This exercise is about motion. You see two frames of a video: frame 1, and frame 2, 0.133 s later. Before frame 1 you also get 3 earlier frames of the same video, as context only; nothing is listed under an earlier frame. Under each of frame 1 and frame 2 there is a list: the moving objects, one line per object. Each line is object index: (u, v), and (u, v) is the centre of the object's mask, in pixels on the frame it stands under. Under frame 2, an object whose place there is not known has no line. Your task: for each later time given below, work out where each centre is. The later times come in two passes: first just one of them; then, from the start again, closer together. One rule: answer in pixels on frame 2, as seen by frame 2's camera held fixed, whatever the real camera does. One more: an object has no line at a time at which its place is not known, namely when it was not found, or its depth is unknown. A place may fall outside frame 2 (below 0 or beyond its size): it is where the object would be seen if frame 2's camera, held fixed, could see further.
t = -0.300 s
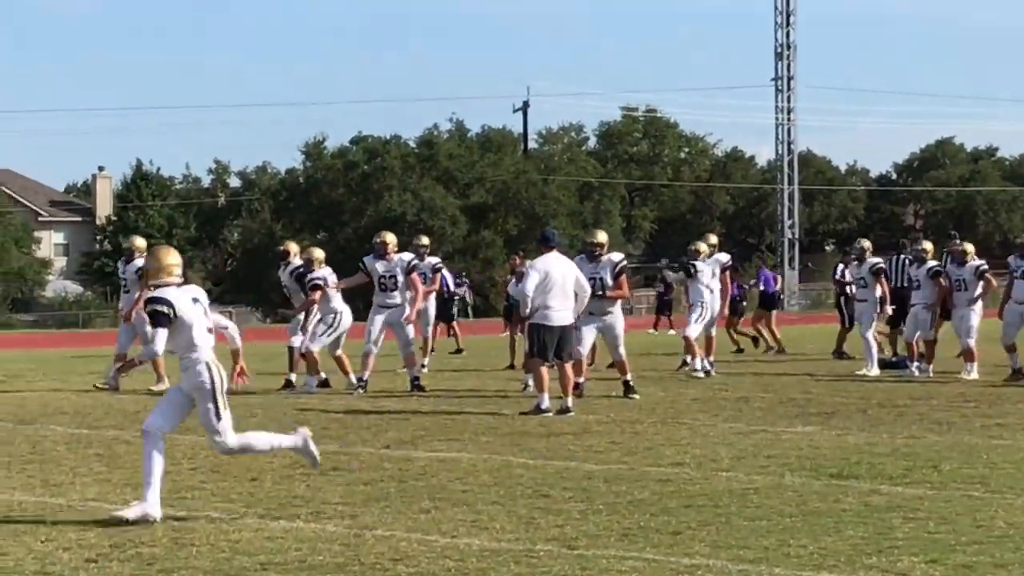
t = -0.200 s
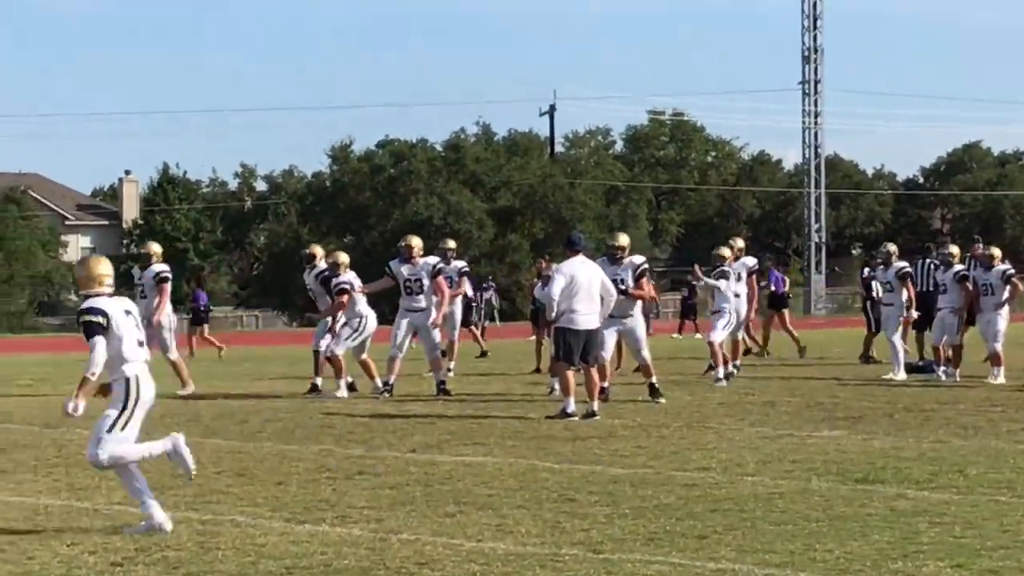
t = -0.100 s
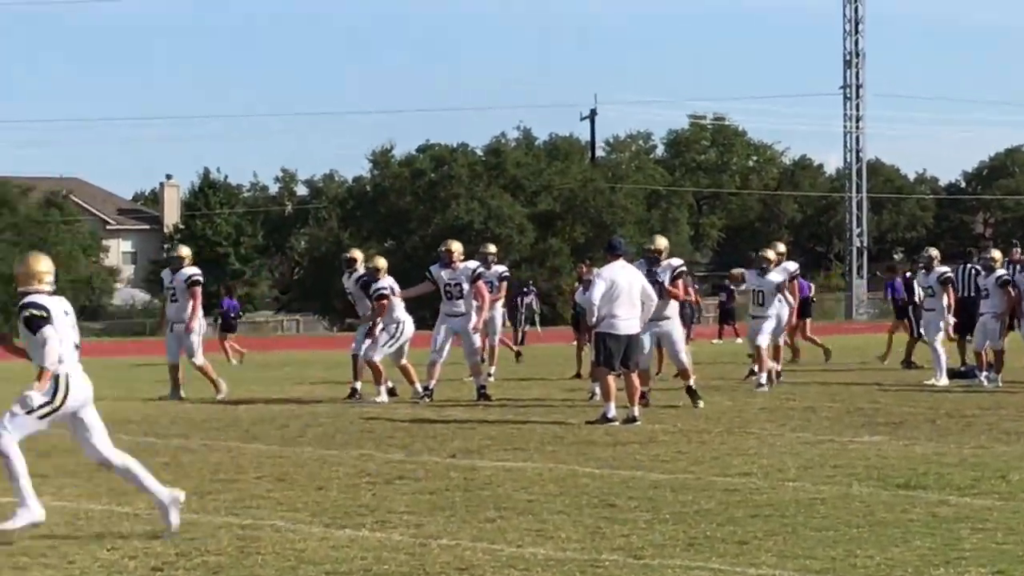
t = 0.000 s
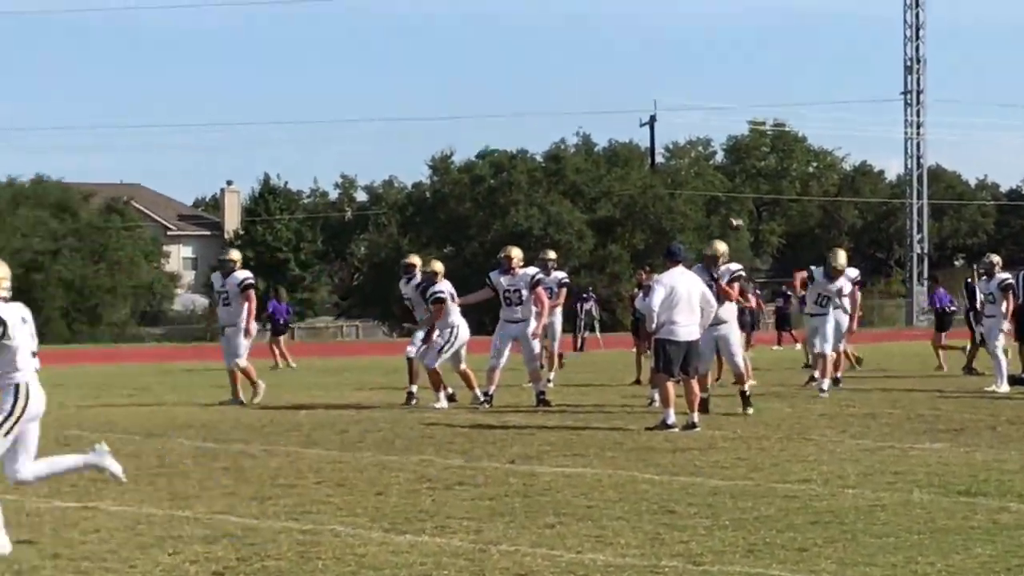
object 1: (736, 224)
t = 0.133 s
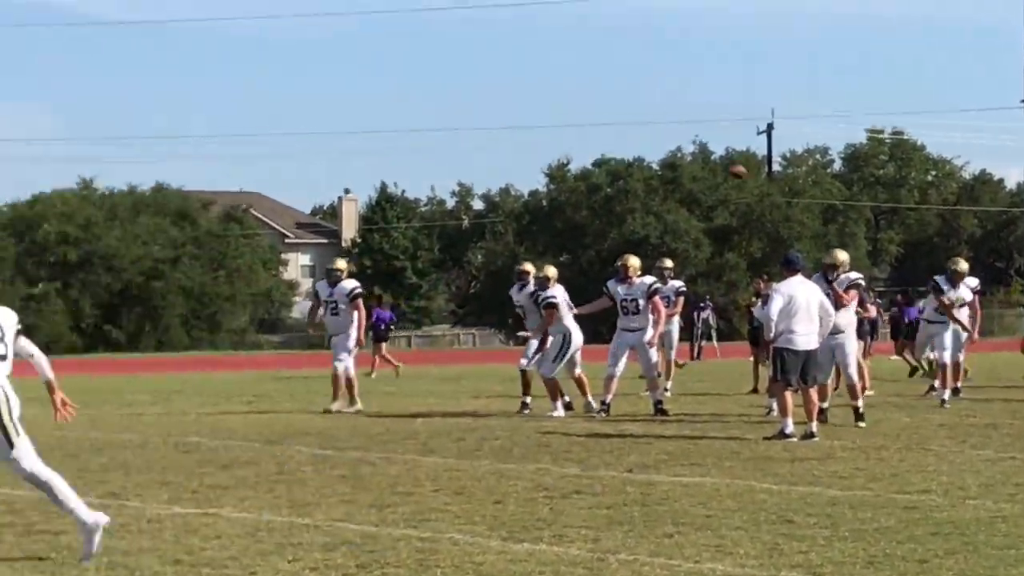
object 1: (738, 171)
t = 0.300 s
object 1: (569, 109)
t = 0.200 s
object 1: (672, 146)
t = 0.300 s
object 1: (569, 109)
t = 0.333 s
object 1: (531, 99)
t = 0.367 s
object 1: (493, 90)
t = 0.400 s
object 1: (452, 81)
